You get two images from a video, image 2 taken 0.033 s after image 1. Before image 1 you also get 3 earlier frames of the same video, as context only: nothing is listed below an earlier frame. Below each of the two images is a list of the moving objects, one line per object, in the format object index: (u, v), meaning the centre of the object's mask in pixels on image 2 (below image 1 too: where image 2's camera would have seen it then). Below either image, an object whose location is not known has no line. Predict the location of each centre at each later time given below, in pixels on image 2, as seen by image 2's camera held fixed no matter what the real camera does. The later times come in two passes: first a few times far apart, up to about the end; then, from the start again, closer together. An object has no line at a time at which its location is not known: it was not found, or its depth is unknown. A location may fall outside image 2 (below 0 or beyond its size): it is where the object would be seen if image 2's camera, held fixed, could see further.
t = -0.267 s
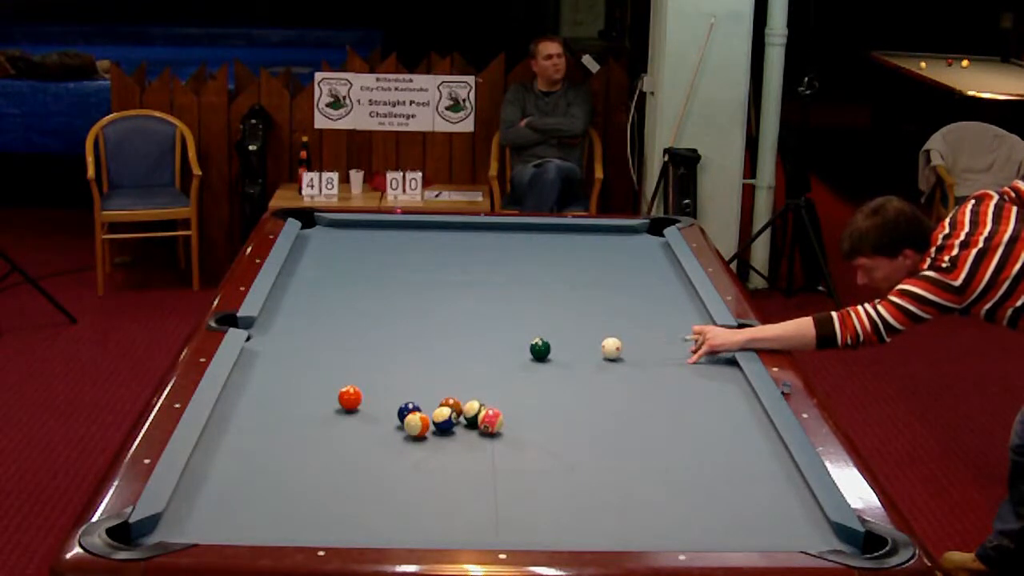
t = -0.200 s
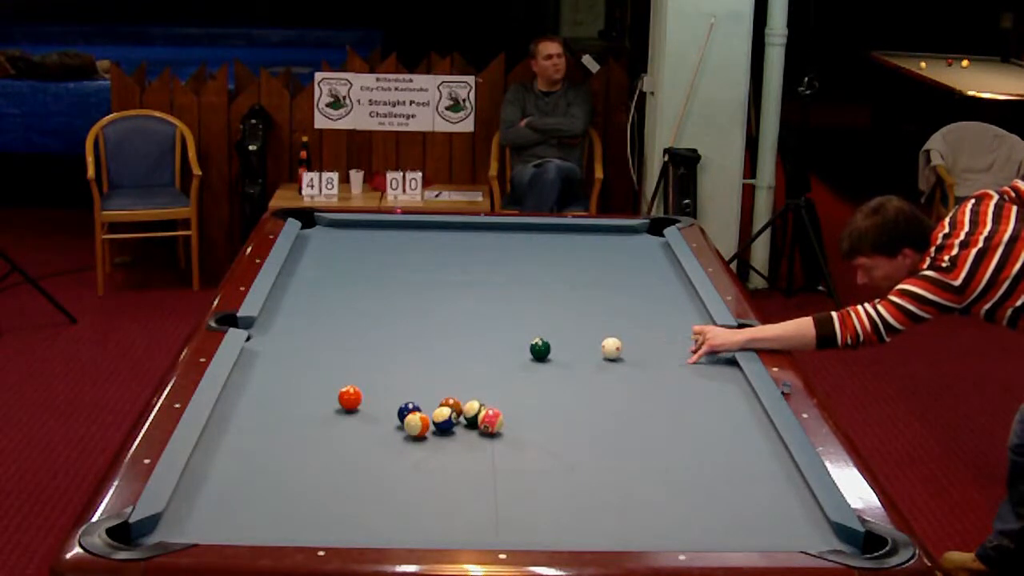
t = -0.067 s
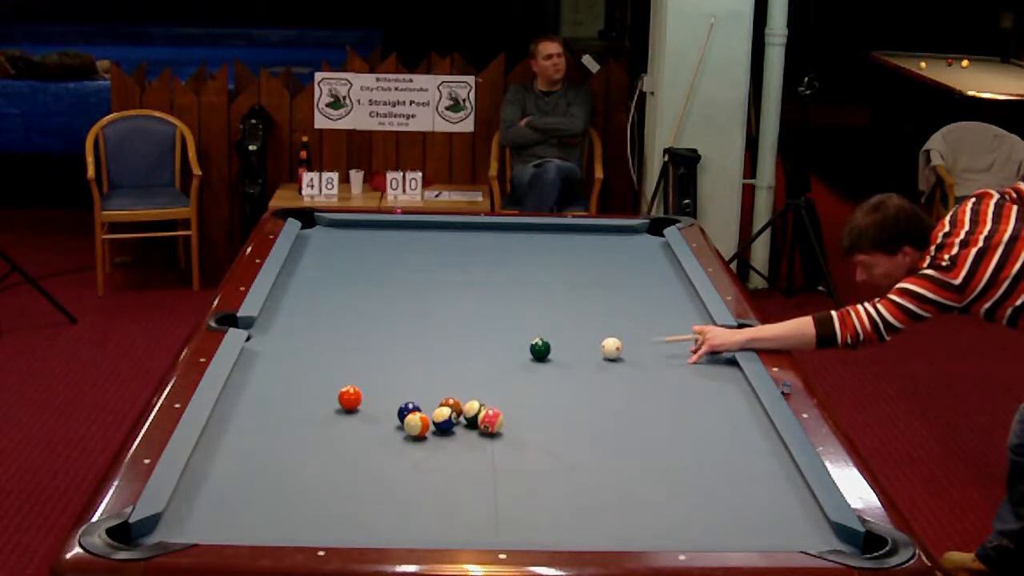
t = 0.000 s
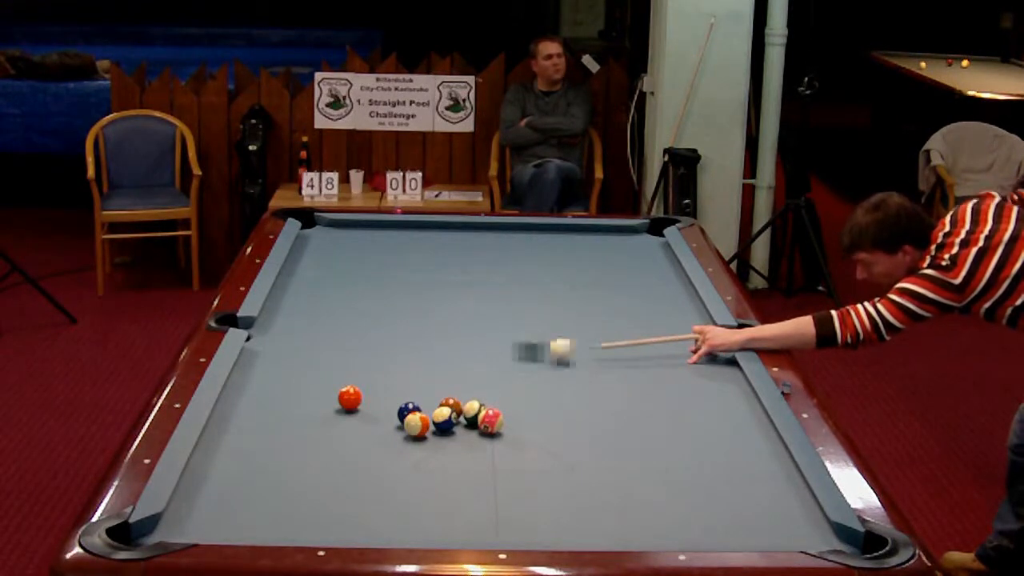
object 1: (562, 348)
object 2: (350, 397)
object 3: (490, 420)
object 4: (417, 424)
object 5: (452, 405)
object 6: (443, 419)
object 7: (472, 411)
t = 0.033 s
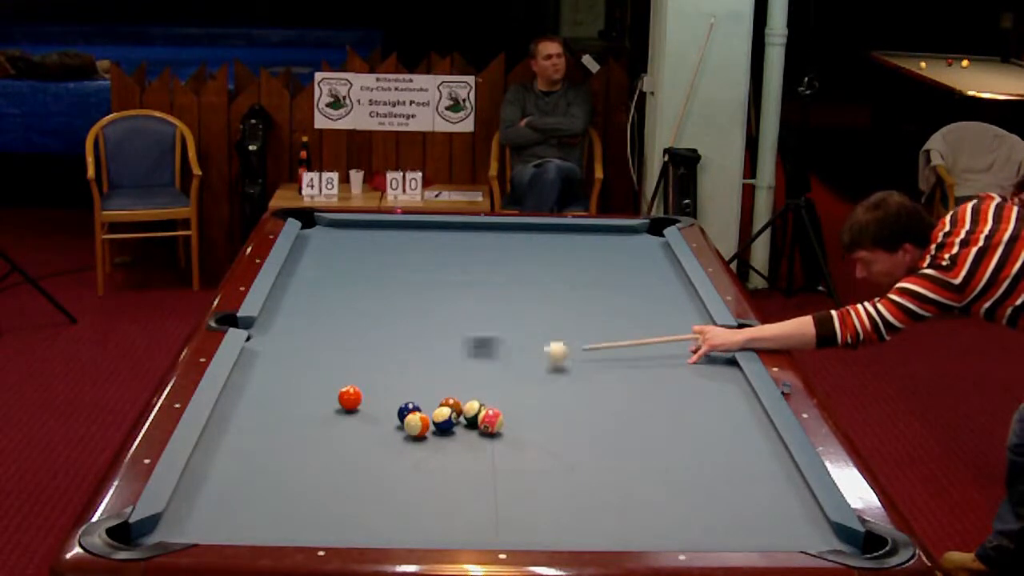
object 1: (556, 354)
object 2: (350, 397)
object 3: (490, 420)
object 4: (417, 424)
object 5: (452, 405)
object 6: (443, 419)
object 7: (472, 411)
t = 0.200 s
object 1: (524, 390)
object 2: (350, 397)
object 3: (490, 420)
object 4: (417, 424)
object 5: (452, 405)
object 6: (443, 419)
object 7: (472, 411)
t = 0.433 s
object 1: (513, 416)
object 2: (350, 397)
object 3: (501, 429)
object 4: (395, 428)
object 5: (418, 400)
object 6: (436, 419)
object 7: (470, 418)
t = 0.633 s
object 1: (526, 430)
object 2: (350, 397)
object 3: (512, 444)
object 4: (357, 435)
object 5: (377, 399)
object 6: (434, 420)
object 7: (475, 423)
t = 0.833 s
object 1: (539, 444)
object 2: (328, 397)
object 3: (521, 459)
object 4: (319, 442)
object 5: (367, 391)
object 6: (433, 420)
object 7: (479, 426)
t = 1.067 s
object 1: (555, 461)
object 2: (304, 397)
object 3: (533, 478)
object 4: (275, 449)
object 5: (357, 384)
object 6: (433, 420)
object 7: (484, 430)
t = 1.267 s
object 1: (571, 475)
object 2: (285, 397)
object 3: (544, 494)
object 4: (239, 456)
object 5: (349, 379)
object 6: (433, 420)
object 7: (488, 433)
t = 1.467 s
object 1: (586, 488)
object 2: (268, 397)
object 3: (555, 510)
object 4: (203, 462)
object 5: (343, 373)
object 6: (435, 419)
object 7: (491, 435)
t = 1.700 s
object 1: (603, 504)
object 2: (248, 396)
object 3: (567, 526)
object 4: (218, 467)
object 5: (336, 369)
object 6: (435, 419)
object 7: (495, 437)
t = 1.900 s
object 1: (620, 517)
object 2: (233, 397)
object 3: (576, 530)
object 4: (233, 473)
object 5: (331, 364)
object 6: (435, 419)
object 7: (498, 439)
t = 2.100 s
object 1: (634, 528)
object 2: (236, 397)
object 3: (578, 525)
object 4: (248, 476)
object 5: (326, 360)
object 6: (435, 420)
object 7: (499, 440)
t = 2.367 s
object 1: (651, 528)
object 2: (244, 397)
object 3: (582, 516)
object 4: (265, 482)
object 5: (322, 356)
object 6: (435, 420)
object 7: (500, 441)
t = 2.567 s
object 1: (660, 525)
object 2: (250, 397)
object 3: (585, 508)
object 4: (277, 486)
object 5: (318, 354)
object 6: (435, 419)
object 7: (500, 441)
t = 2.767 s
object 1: (667, 521)
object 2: (253, 397)
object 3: (587, 503)
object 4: (287, 488)
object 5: (315, 351)
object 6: (435, 419)
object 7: (500, 440)
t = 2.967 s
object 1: (674, 516)
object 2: (255, 397)
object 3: (589, 499)
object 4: (297, 491)
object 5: (313, 350)
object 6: (435, 419)
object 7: (500, 440)
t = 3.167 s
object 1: (681, 512)
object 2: (256, 397)
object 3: (591, 496)
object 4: (305, 493)
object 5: (311, 348)
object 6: (435, 419)
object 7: (500, 440)
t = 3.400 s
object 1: (688, 508)
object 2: (257, 397)
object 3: (594, 491)
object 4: (313, 496)
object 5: (309, 346)
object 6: (434, 419)
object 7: (501, 440)
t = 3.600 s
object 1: (694, 505)
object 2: (257, 397)
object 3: (597, 489)
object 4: (319, 497)
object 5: (308, 345)
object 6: (434, 419)
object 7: (500, 440)
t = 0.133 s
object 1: (539, 375)
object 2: (350, 397)
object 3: (490, 420)
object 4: (416, 424)
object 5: (452, 405)
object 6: (443, 419)
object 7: (472, 411)
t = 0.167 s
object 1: (531, 383)
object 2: (350, 397)
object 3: (490, 420)
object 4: (417, 424)
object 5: (452, 405)
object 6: (443, 419)
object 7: (472, 411)
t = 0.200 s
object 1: (524, 390)
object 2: (350, 397)
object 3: (490, 420)
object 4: (417, 424)
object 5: (452, 405)
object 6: (443, 419)
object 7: (472, 411)
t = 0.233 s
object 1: (514, 396)
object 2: (350, 397)
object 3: (489, 421)
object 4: (417, 424)
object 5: (452, 405)
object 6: (443, 418)
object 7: (472, 411)
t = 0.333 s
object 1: (503, 407)
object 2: (350, 397)
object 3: (494, 422)
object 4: (416, 424)
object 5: (437, 403)
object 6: (439, 419)
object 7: (467, 416)
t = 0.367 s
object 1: (507, 410)
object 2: (350, 397)
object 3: (498, 424)
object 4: (409, 425)
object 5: (432, 402)
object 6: (437, 420)
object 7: (468, 417)
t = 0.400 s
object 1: (510, 413)
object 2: (350, 397)
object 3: (499, 426)
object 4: (404, 427)
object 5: (423, 403)
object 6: (436, 420)
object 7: (469, 417)
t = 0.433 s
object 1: (513, 416)
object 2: (350, 397)
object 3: (501, 429)
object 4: (395, 428)
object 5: (418, 400)
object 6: (436, 419)
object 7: (470, 418)
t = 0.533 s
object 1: (519, 423)
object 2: (350, 397)
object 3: (504, 437)
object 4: (377, 431)
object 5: (394, 401)
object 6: (435, 420)
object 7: (472, 420)
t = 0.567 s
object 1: (522, 425)
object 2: (350, 397)
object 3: (507, 439)
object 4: (370, 433)
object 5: (389, 400)
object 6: (435, 420)
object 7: (473, 421)
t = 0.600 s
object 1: (525, 428)
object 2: (350, 397)
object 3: (509, 441)
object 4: (364, 434)
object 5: (383, 399)
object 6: (434, 420)
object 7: (474, 421)
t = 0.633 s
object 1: (526, 430)
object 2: (350, 397)
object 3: (512, 444)
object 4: (357, 435)
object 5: (377, 399)
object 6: (434, 420)
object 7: (475, 423)
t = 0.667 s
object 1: (528, 433)
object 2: (347, 397)
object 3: (513, 447)
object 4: (351, 436)
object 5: (373, 398)
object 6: (434, 420)
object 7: (475, 423)
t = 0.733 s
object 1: (532, 437)
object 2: (338, 398)
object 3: (515, 451)
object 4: (337, 439)
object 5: (371, 395)
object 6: (433, 420)
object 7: (477, 425)
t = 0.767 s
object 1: (535, 440)
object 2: (335, 397)
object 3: (517, 454)
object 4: (331, 440)
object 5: (369, 394)
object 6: (433, 420)
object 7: (478, 425)
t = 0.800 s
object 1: (537, 442)
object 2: (332, 398)
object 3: (519, 456)
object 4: (325, 441)
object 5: (368, 392)
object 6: (433, 420)
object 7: (478, 426)
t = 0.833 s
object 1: (539, 444)
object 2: (328, 397)
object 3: (521, 459)
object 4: (319, 442)
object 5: (367, 391)
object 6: (433, 420)
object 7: (479, 426)
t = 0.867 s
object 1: (542, 447)
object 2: (325, 397)
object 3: (524, 461)
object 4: (312, 443)
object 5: (366, 390)
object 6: (433, 420)
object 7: (480, 427)
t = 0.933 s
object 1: (547, 452)
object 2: (318, 397)
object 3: (526, 467)
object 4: (300, 445)
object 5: (363, 388)
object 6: (433, 420)
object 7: (481, 428)
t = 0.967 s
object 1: (549, 455)
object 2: (314, 397)
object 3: (527, 469)
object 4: (293, 447)
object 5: (361, 387)
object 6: (433, 420)
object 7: (482, 429)
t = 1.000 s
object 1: (552, 456)
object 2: (311, 397)
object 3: (529, 472)
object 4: (288, 448)
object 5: (359, 386)
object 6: (433, 420)
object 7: (483, 429)
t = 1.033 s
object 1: (554, 459)
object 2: (308, 397)
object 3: (531, 475)
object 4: (282, 449)
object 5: (358, 385)
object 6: (433, 420)
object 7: (483, 430)
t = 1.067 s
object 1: (555, 461)
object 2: (304, 397)
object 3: (533, 478)
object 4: (275, 449)
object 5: (357, 384)
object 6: (433, 420)
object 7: (484, 430)
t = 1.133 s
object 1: (562, 466)
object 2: (297, 397)
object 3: (537, 482)
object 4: (263, 452)
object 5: (354, 382)
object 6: (433, 420)
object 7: (485, 431)
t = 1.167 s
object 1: (564, 468)
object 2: (294, 397)
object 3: (538, 485)
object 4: (257, 453)
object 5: (353, 381)
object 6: (433, 420)
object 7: (486, 431)
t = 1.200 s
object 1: (566, 470)
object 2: (291, 397)
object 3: (540, 488)
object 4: (252, 455)
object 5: (352, 380)
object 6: (433, 420)
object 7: (487, 432)
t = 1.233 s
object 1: (569, 472)
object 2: (288, 398)
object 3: (542, 491)
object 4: (245, 455)
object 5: (351, 380)
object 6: (433, 420)
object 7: (487, 432)
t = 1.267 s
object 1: (571, 475)
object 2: (285, 397)
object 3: (544, 494)
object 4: (239, 456)
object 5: (349, 379)
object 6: (433, 420)
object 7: (488, 433)
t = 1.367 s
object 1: (578, 482)
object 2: (276, 397)
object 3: (550, 502)
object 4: (219, 460)
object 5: (346, 376)
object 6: (433, 420)
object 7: (490, 434)
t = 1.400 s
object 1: (580, 484)
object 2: (273, 397)
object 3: (551, 504)
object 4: (215, 460)
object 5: (345, 375)
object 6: (433, 420)
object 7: (490, 434)
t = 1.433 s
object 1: (583, 487)
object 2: (270, 397)
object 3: (553, 507)
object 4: (208, 460)
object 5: (344, 374)
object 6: (435, 419)
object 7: (491, 435)
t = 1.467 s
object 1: (586, 488)
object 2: (268, 397)
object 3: (555, 510)
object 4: (203, 462)
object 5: (343, 373)
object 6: (435, 419)
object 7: (491, 435)
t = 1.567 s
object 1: (594, 495)
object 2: (259, 397)
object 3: (561, 517)
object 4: (207, 464)
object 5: (340, 371)
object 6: (435, 419)
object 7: (493, 436)
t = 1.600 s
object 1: (596, 497)
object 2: (256, 396)
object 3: (563, 520)
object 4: (209, 465)
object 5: (339, 370)
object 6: (435, 419)
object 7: (494, 436)
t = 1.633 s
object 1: (599, 500)
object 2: (254, 397)
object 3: (564, 523)
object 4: (212, 466)
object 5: (338, 370)
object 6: (433, 420)
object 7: (494, 437)
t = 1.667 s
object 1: (601, 502)
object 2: (251, 396)
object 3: (566, 525)
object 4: (215, 466)
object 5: (337, 369)
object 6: (435, 419)
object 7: (495, 437)
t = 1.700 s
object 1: (603, 504)
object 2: (248, 396)
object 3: (567, 526)
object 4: (218, 467)
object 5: (336, 369)
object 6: (435, 419)
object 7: (495, 437)
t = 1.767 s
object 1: (608, 509)
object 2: (243, 396)
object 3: (572, 531)
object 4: (223, 469)
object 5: (335, 366)
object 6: (435, 419)
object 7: (496, 437)
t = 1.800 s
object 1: (612, 511)
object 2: (241, 397)
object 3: (574, 531)
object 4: (225, 470)
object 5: (334, 366)
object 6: (435, 419)
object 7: (496, 437)
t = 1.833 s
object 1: (614, 513)
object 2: (237, 396)
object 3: (575, 531)
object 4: (229, 471)
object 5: (332, 366)
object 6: (435, 419)
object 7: (497, 438)
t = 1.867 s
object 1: (617, 516)
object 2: (235, 396)
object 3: (575, 530)
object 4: (231, 472)
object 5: (332, 365)
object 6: (435, 419)
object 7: (498, 438)
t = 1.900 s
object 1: (620, 517)
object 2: (233, 397)
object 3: (576, 530)
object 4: (233, 473)
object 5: (331, 364)
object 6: (435, 419)
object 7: (498, 439)
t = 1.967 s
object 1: (625, 523)
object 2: (232, 397)
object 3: (577, 528)
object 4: (236, 474)
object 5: (330, 363)
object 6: (435, 419)
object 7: (498, 439)
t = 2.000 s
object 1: (627, 524)
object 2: (233, 397)
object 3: (577, 527)
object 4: (240, 474)
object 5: (329, 362)
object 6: (435, 419)
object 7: (499, 439)
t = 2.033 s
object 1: (630, 525)
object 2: (234, 397)
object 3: (577, 526)
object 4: (242, 475)
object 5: (328, 362)
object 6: (435, 419)
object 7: (499, 440)
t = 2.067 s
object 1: (631, 526)
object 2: (235, 396)
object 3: (578, 525)
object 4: (245, 476)
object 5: (327, 361)
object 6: (435, 420)
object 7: (499, 440)
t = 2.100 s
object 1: (634, 528)
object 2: (236, 397)
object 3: (578, 525)
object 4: (248, 476)
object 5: (326, 360)
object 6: (435, 420)
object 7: (499, 440)
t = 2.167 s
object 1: (640, 530)
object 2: (238, 397)
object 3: (579, 523)
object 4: (252, 478)
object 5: (325, 359)
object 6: (435, 420)
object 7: (500, 440)
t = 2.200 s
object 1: (643, 531)
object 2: (240, 397)
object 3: (580, 521)
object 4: (255, 479)
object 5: (325, 359)
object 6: (435, 420)
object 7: (500, 440)
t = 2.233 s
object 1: (644, 531)
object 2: (241, 397)
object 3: (581, 520)
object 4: (257, 479)
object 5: (324, 358)
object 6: (435, 420)
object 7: (500, 440)
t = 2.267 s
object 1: (646, 530)
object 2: (242, 397)
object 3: (581, 519)
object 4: (259, 480)
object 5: (323, 358)
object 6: (435, 420)
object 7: (500, 440)
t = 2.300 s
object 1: (648, 529)
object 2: (243, 397)
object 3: (582, 518)
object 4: (261, 480)
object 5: (323, 357)
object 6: (435, 420)
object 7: (500, 441)
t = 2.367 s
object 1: (651, 528)
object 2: (244, 397)
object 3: (582, 516)
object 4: (265, 482)
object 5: (322, 356)
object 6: (435, 420)
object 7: (500, 441)
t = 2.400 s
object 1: (652, 527)
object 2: (245, 397)
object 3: (583, 514)
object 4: (267, 482)
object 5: (321, 356)
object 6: (435, 419)
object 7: (500, 441)
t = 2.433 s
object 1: (654, 527)
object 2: (246, 397)
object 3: (583, 513)
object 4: (269, 482)
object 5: (320, 355)
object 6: (435, 419)
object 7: (500, 441)
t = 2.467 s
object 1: (655, 527)
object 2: (247, 397)
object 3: (584, 512)
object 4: (271, 483)
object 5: (320, 355)
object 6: (435, 419)
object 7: (500, 441)
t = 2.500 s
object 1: (657, 526)
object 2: (248, 397)
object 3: (584, 510)
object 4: (273, 484)
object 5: (319, 354)
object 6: (435, 419)
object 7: (500, 441)
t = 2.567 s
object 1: (660, 525)
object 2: (250, 397)
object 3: (585, 508)
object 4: (277, 486)
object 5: (318, 354)
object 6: (435, 419)
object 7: (500, 441)
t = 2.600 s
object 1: (662, 525)
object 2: (250, 397)
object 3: (586, 507)
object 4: (279, 486)
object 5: (317, 353)
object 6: (435, 419)
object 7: (500, 441)
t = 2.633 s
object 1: (663, 524)
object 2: (251, 397)
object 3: (586, 507)
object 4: (280, 486)
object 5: (317, 353)
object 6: (435, 419)
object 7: (500, 441)
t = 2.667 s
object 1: (664, 523)
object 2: (251, 397)
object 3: (586, 506)
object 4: (283, 487)
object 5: (316, 352)
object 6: (435, 419)
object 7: (500, 441)
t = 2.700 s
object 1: (665, 522)
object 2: (252, 397)
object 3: (587, 505)
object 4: (284, 487)
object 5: (316, 352)
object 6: (435, 419)
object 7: (500, 440)
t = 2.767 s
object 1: (667, 521)
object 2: (253, 397)
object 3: (587, 503)
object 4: (287, 488)
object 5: (315, 351)
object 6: (435, 419)
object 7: (500, 440)
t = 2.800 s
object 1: (668, 519)
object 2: (253, 397)
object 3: (587, 503)
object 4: (289, 488)
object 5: (315, 351)
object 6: (435, 419)
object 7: (500, 440)
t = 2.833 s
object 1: (669, 518)
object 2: (254, 397)
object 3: (588, 502)
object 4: (291, 489)
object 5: (314, 351)
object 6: (435, 419)
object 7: (500, 440)
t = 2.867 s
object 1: (671, 517)
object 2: (254, 397)
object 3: (588, 500)
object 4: (292, 489)
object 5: (314, 351)
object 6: (435, 419)
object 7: (500, 440)
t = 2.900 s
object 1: (672, 517)
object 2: (255, 397)
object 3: (588, 500)
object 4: (294, 489)
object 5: (314, 350)
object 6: (435, 419)
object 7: (500, 440)
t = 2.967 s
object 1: (674, 516)
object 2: (255, 397)
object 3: (589, 499)
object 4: (297, 491)
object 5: (313, 350)
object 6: (435, 419)
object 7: (500, 440)
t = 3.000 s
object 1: (675, 515)
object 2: (256, 397)
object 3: (590, 498)
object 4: (299, 490)
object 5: (312, 349)
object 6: (435, 419)
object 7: (500, 440)
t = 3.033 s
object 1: (677, 514)
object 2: (256, 397)
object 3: (590, 497)
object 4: (300, 491)
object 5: (312, 349)
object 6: (435, 419)
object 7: (500, 440)
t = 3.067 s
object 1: (678, 514)
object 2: (256, 397)
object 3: (591, 497)
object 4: (301, 491)
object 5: (312, 349)
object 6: (435, 419)
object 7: (500, 440)
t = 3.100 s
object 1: (679, 513)
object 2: (256, 397)
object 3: (591, 496)
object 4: (303, 492)
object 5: (311, 348)
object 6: (435, 419)
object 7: (500, 440)
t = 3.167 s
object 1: (681, 512)
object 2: (256, 397)
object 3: (591, 496)
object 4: (305, 493)
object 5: (311, 348)
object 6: (435, 419)
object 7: (500, 440)
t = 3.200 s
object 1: (682, 510)
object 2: (256, 397)
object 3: (592, 494)
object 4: (306, 493)
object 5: (310, 347)
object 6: (435, 419)
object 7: (500, 440)
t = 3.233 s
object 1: (683, 510)
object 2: (256, 397)
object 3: (592, 494)
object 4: (308, 494)
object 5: (310, 347)
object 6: (435, 419)
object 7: (500, 440)
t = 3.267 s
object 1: (684, 510)
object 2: (256, 397)
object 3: (593, 493)
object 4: (309, 494)
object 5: (310, 347)
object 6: (435, 419)
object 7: (500, 440)
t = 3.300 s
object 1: (685, 509)
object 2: (256, 397)
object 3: (593, 493)
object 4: (310, 495)
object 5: (309, 347)
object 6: (435, 419)
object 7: (500, 440)
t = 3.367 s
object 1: (687, 508)
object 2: (257, 397)
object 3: (594, 492)
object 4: (312, 495)
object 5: (309, 346)
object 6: (434, 419)
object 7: (500, 440)
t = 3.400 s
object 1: (688, 508)
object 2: (257, 397)
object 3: (594, 491)
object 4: (313, 496)
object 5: (309, 346)
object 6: (434, 419)
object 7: (501, 440)
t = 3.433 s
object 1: (690, 507)
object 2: (256, 397)
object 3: (595, 491)
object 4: (314, 496)
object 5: (308, 346)
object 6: (434, 419)
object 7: (500, 440)
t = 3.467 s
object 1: (690, 507)
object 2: (256, 397)
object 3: (595, 490)
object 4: (315, 496)
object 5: (308, 346)
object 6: (434, 419)
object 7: (500, 440)
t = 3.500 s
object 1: (692, 507)
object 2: (256, 397)
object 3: (596, 490)
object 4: (316, 496)
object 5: (308, 346)
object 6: (434, 419)
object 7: (500, 440)
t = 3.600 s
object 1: (694, 505)
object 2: (257, 397)
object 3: (597, 489)
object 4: (319, 497)
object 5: (308, 345)
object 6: (434, 419)
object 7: (500, 440)
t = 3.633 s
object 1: (695, 505)
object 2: (257, 397)
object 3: (597, 489)
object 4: (320, 497)
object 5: (308, 346)
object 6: (434, 419)
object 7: (500, 440)
